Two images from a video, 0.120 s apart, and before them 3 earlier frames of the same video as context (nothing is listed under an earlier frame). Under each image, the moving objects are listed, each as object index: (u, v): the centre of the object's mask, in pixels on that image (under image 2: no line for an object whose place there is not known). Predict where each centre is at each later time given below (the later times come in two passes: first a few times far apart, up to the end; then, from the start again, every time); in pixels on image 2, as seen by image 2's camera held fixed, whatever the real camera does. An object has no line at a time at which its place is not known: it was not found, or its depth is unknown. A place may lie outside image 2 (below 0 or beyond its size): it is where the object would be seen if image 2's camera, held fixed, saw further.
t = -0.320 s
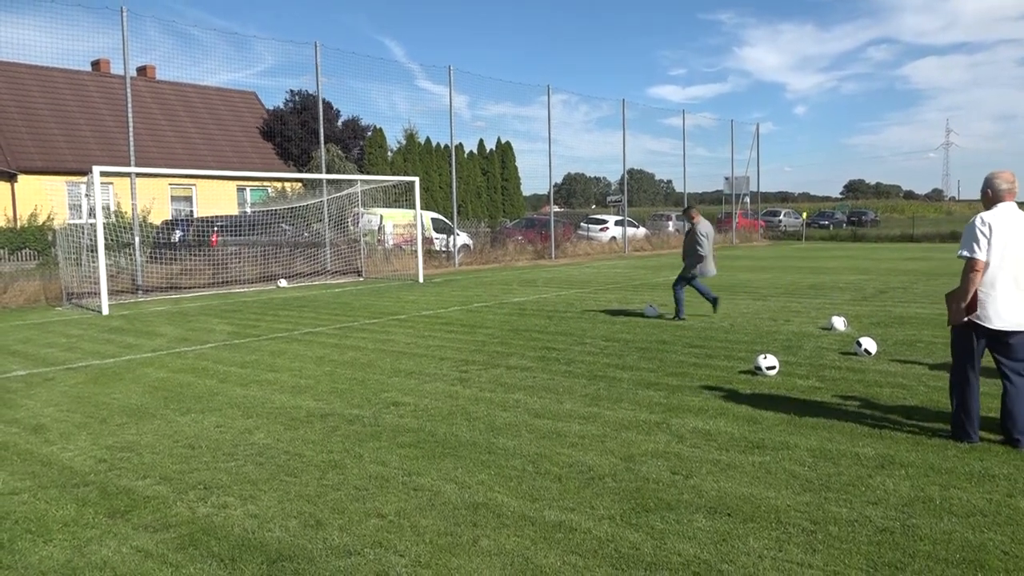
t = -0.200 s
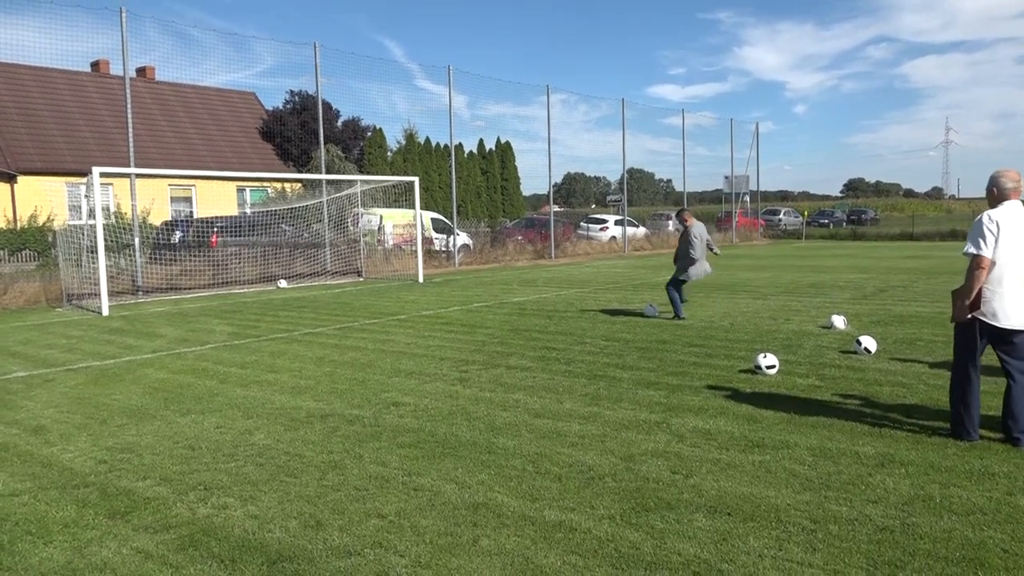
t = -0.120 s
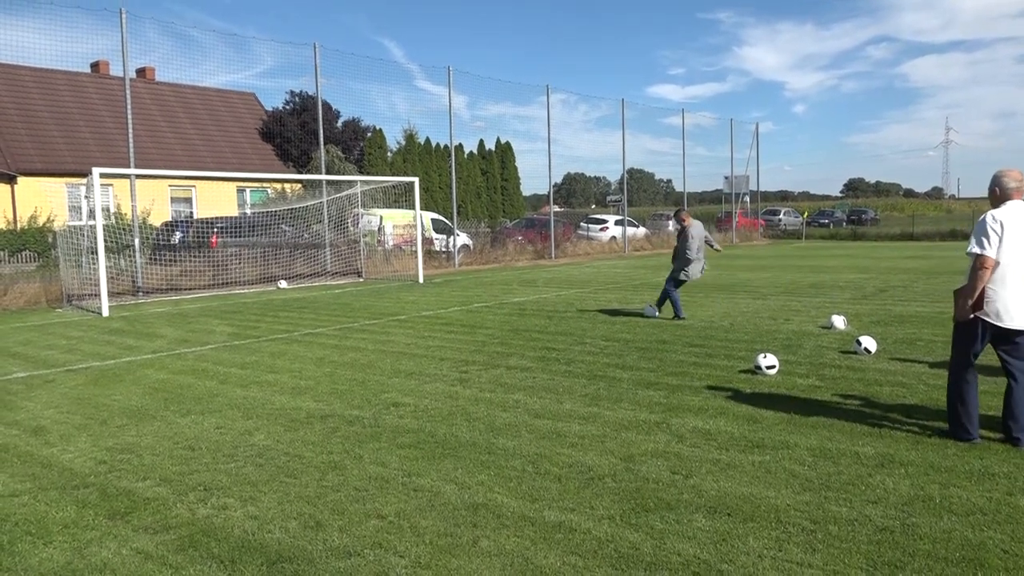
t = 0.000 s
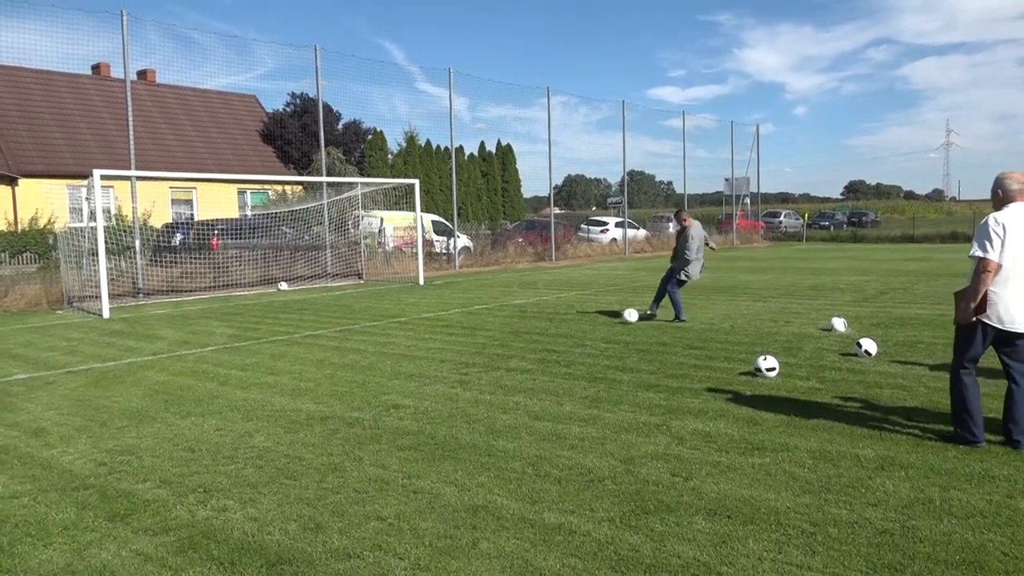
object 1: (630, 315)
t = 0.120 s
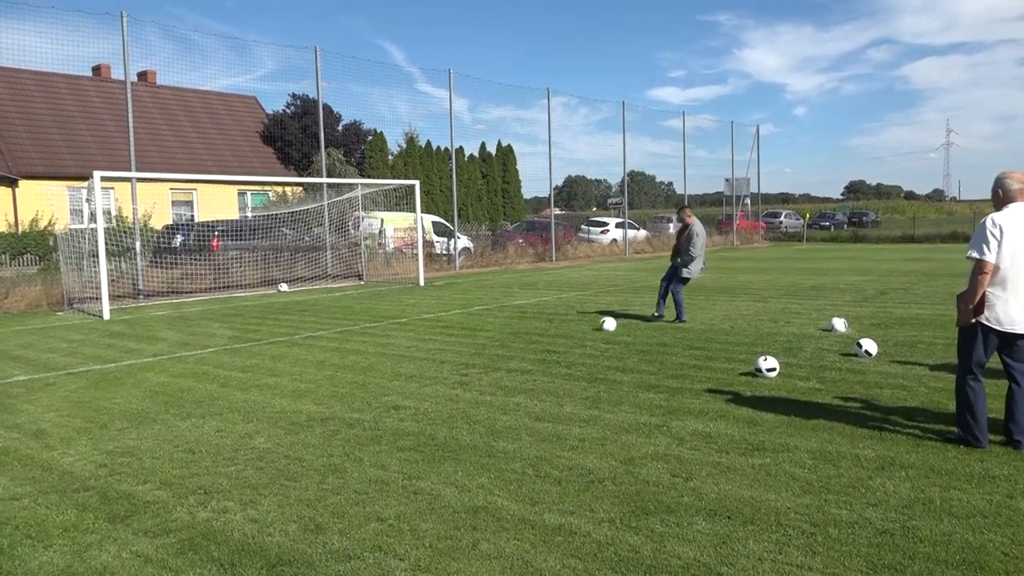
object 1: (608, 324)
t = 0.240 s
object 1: (587, 326)
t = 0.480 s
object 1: (543, 338)
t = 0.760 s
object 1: (485, 353)
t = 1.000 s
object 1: (429, 367)
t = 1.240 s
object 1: (365, 381)
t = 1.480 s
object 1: (294, 397)
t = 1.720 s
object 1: (213, 415)
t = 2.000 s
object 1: (112, 436)
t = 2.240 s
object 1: (23, 456)
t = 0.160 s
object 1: (601, 325)
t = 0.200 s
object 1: (594, 325)
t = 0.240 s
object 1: (587, 326)
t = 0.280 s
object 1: (580, 329)
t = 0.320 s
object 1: (573, 332)
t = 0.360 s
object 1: (566, 332)
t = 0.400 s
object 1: (558, 334)
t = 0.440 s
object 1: (551, 335)
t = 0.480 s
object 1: (543, 338)
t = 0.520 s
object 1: (536, 341)
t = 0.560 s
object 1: (527, 342)
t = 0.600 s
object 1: (518, 344)
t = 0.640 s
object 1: (511, 345)
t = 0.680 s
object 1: (502, 349)
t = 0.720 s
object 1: (494, 352)
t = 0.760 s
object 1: (485, 353)
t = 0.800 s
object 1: (476, 356)
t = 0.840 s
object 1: (467, 358)
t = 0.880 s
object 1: (457, 361)
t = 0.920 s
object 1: (448, 363)
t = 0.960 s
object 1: (438, 364)
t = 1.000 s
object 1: (429, 367)
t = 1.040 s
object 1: (419, 369)
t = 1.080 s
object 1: (409, 371)
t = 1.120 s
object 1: (398, 374)
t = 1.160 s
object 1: (386, 376)
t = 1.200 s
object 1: (376, 379)
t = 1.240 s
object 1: (365, 381)
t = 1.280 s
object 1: (354, 383)
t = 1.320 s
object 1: (342, 386)
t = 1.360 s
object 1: (330, 389)
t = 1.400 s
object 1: (318, 392)
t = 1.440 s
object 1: (306, 393)
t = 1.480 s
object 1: (294, 397)
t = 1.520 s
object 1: (281, 400)
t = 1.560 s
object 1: (268, 403)
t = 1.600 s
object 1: (254, 406)
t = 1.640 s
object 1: (241, 409)
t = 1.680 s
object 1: (227, 412)
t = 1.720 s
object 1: (213, 415)
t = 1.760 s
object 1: (199, 418)
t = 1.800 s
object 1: (186, 421)
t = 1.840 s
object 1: (171, 424)
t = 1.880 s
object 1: (157, 427)
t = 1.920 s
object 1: (142, 430)
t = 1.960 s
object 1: (127, 433)
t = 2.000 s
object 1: (112, 436)
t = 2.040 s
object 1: (97, 440)
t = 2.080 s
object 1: (81, 443)
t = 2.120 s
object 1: (66, 446)
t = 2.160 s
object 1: (49, 449)
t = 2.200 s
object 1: (33, 453)
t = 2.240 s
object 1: (23, 456)
